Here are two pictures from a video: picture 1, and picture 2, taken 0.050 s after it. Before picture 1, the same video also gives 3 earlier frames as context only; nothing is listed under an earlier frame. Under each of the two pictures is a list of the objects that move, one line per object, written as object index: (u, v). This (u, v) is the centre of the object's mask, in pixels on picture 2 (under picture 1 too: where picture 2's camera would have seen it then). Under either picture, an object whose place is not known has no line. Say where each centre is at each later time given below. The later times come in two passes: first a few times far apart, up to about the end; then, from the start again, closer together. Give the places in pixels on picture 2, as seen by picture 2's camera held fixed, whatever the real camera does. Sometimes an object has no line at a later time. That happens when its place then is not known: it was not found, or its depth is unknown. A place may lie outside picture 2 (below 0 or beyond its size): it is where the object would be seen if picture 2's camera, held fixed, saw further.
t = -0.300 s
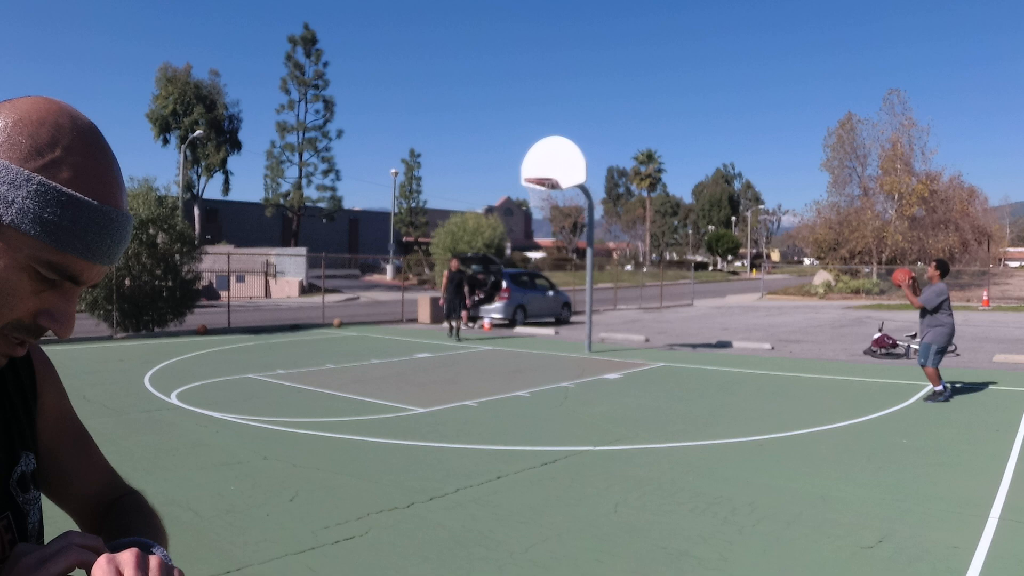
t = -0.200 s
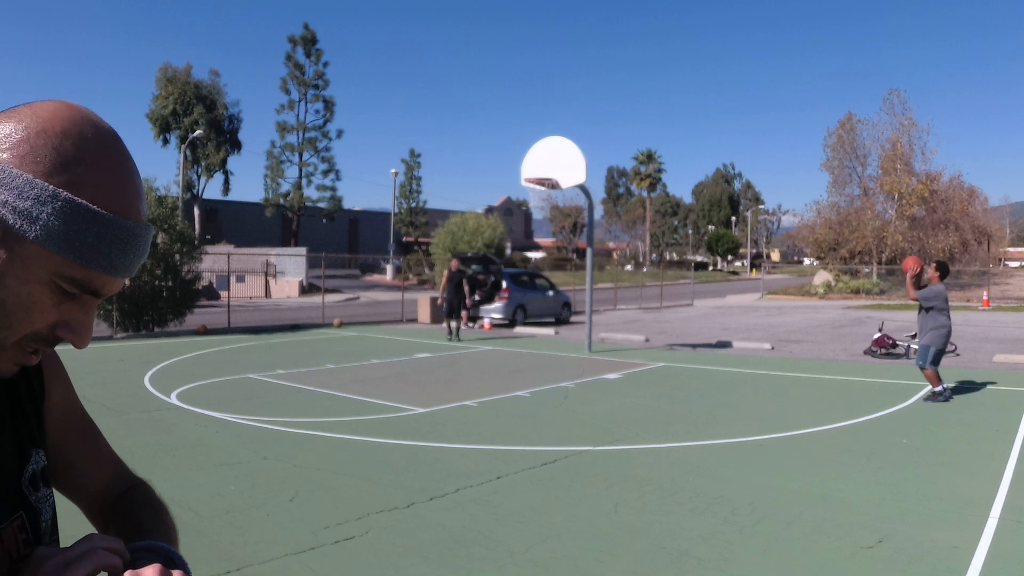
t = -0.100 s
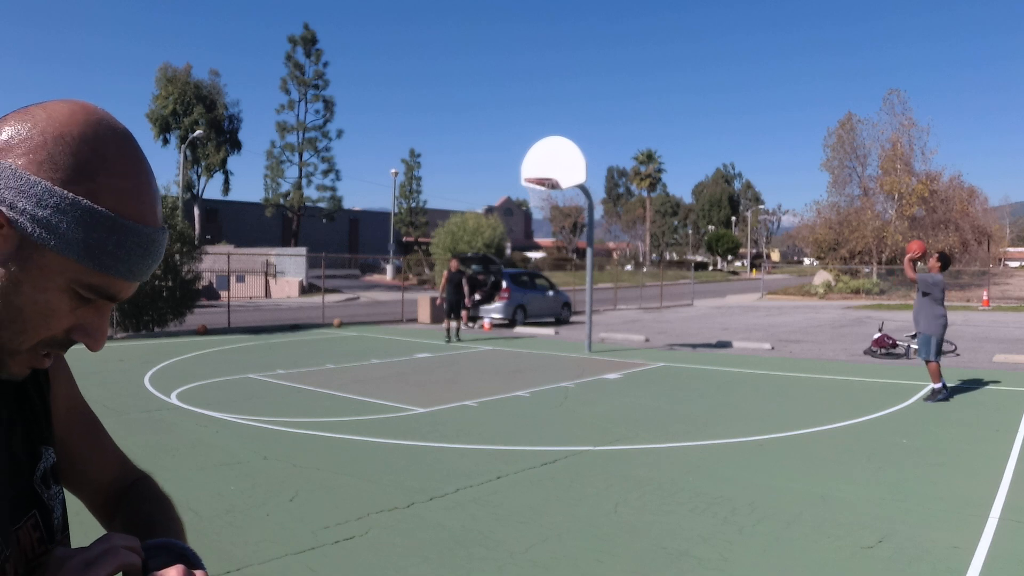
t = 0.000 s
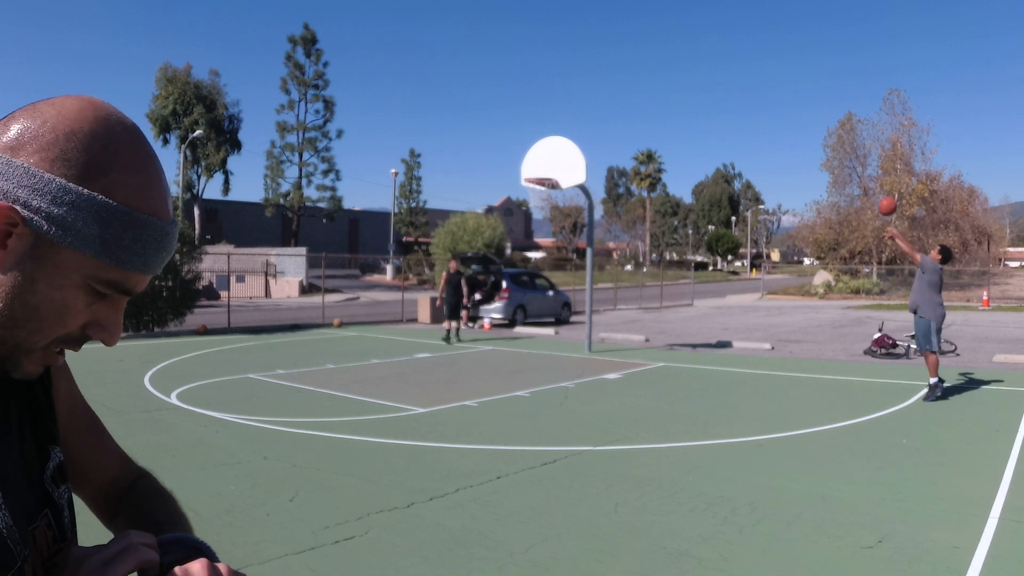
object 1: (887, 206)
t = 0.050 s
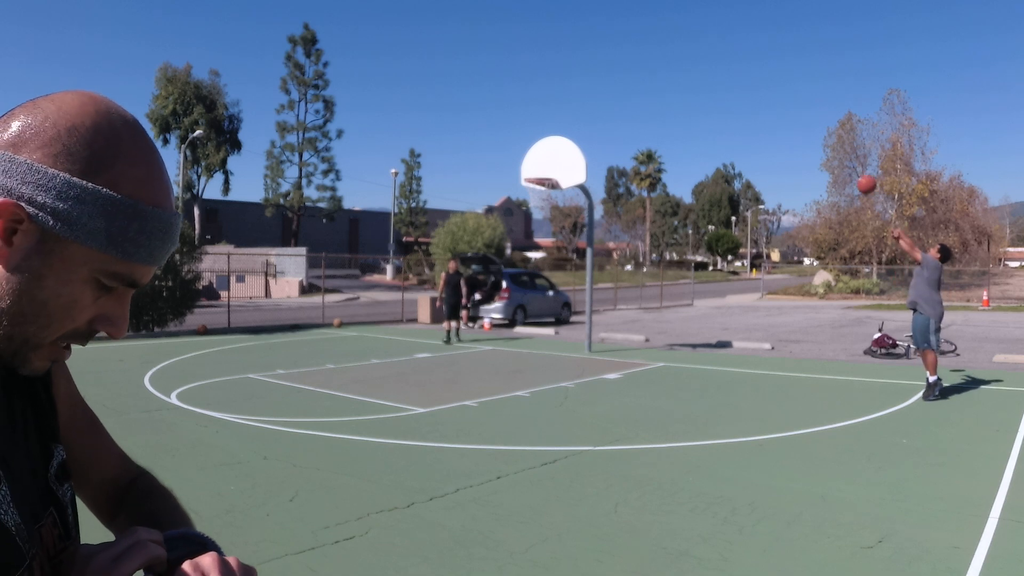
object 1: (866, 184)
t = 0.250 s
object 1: (789, 122)
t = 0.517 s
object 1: (698, 95)
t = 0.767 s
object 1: (624, 116)
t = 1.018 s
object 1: (559, 172)
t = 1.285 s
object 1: (590, 248)
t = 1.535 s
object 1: (630, 368)
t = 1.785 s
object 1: (673, 281)
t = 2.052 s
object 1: (721, 230)
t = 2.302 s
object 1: (771, 231)
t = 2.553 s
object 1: (825, 287)
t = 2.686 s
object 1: (854, 344)
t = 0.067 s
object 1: (860, 177)
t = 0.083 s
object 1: (853, 170)
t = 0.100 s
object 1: (846, 165)
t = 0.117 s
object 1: (840, 159)
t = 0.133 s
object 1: (833, 153)
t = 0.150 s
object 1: (827, 148)
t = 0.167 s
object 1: (820, 143)
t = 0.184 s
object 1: (814, 139)
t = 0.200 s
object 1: (808, 134)
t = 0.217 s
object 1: (801, 130)
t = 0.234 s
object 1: (795, 126)
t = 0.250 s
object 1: (789, 122)
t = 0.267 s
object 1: (783, 119)
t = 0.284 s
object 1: (777, 116)
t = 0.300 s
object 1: (771, 113)
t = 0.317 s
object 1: (765, 110)
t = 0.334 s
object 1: (759, 108)
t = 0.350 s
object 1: (753, 106)
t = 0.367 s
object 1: (747, 104)
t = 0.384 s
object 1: (742, 102)
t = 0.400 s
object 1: (736, 100)
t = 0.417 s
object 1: (730, 99)
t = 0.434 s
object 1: (725, 98)
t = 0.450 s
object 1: (719, 97)
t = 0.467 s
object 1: (714, 97)
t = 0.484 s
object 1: (709, 96)
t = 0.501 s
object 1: (703, 96)
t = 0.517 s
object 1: (698, 95)
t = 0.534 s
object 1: (693, 96)
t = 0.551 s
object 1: (688, 96)
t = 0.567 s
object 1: (683, 97)
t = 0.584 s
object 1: (677, 97)
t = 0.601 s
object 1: (673, 98)
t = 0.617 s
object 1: (668, 99)
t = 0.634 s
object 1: (662, 100)
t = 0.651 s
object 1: (658, 102)
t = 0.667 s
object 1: (653, 103)
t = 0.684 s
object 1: (648, 105)
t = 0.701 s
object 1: (643, 107)
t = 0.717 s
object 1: (638, 109)
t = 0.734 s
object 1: (634, 111)
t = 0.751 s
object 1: (629, 113)
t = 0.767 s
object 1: (624, 116)
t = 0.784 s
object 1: (619, 119)
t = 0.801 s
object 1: (615, 122)
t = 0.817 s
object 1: (610, 124)
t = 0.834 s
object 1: (606, 128)
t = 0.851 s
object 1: (602, 131)
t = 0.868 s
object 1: (597, 134)
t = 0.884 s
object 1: (593, 138)
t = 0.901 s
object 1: (589, 142)
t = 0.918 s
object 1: (584, 146)
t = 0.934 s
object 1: (580, 150)
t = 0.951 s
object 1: (576, 154)
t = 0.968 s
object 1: (571, 158)
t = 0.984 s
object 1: (567, 163)
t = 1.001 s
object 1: (563, 167)
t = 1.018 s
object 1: (559, 172)
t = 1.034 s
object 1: (555, 177)
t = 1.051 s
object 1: (554, 181)
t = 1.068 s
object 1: (556, 184)
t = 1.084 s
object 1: (559, 188)
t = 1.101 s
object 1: (562, 192)
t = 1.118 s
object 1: (565, 196)
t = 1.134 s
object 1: (567, 200)
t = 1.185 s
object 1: (575, 213)
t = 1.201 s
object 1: (577, 219)
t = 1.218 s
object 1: (580, 224)
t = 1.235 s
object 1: (582, 230)
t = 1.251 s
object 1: (586, 235)
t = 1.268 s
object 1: (587, 242)
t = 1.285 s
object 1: (590, 248)
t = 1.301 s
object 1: (593, 254)
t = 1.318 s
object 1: (596, 262)
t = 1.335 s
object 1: (598, 268)
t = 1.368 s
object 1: (604, 283)
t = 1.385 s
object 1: (606, 291)
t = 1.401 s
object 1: (609, 299)
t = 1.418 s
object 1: (611, 307)
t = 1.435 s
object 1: (614, 316)
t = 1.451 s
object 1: (617, 324)
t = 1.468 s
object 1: (619, 333)
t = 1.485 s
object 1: (622, 343)
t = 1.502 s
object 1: (625, 352)
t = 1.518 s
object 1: (627, 361)
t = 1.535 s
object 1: (630, 368)
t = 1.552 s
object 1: (633, 361)
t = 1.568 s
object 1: (635, 355)
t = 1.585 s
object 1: (638, 348)
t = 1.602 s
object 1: (641, 342)
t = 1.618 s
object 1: (644, 335)
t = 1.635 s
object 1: (647, 330)
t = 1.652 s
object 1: (649, 324)
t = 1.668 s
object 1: (652, 317)
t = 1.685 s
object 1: (655, 312)
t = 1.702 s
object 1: (658, 307)
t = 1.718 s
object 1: (661, 301)
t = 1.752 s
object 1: (667, 291)
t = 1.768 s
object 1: (670, 286)
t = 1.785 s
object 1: (673, 281)
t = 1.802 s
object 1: (676, 276)
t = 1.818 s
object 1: (679, 272)
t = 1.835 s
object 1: (682, 268)
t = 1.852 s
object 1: (685, 264)
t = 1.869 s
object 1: (687, 261)
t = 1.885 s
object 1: (690, 257)
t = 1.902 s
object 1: (693, 253)
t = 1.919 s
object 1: (697, 250)
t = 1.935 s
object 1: (699, 247)
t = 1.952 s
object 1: (702, 244)
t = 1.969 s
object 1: (705, 241)
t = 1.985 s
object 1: (708, 239)
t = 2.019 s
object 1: (715, 234)
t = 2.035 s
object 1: (718, 232)
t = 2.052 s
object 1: (721, 230)
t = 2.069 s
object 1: (725, 229)
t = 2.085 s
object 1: (727, 228)
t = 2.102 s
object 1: (731, 227)
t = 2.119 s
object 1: (734, 226)
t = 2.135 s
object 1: (738, 225)
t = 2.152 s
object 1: (741, 225)
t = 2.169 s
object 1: (744, 225)
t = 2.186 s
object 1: (748, 224)
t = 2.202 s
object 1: (750, 225)
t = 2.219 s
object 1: (754, 225)
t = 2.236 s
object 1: (758, 226)
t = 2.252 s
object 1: (761, 227)
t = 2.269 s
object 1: (764, 228)
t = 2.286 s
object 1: (768, 229)
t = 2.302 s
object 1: (771, 231)
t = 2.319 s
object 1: (775, 233)
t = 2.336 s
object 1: (778, 235)
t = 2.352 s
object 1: (782, 237)
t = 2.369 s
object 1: (785, 240)
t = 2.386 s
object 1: (789, 243)
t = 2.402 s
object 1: (792, 246)
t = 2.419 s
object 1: (796, 249)
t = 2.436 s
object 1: (799, 253)
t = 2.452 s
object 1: (803, 257)
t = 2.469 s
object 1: (807, 262)
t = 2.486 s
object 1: (810, 266)
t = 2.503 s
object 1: (814, 271)
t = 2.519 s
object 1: (818, 276)
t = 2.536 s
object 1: (821, 281)
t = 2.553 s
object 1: (825, 287)
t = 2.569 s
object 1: (829, 294)
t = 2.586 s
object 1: (833, 299)
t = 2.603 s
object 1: (836, 306)
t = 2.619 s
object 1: (840, 313)
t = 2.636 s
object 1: (843, 320)
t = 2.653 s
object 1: (847, 328)
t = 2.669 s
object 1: (851, 336)
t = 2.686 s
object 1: (854, 344)
